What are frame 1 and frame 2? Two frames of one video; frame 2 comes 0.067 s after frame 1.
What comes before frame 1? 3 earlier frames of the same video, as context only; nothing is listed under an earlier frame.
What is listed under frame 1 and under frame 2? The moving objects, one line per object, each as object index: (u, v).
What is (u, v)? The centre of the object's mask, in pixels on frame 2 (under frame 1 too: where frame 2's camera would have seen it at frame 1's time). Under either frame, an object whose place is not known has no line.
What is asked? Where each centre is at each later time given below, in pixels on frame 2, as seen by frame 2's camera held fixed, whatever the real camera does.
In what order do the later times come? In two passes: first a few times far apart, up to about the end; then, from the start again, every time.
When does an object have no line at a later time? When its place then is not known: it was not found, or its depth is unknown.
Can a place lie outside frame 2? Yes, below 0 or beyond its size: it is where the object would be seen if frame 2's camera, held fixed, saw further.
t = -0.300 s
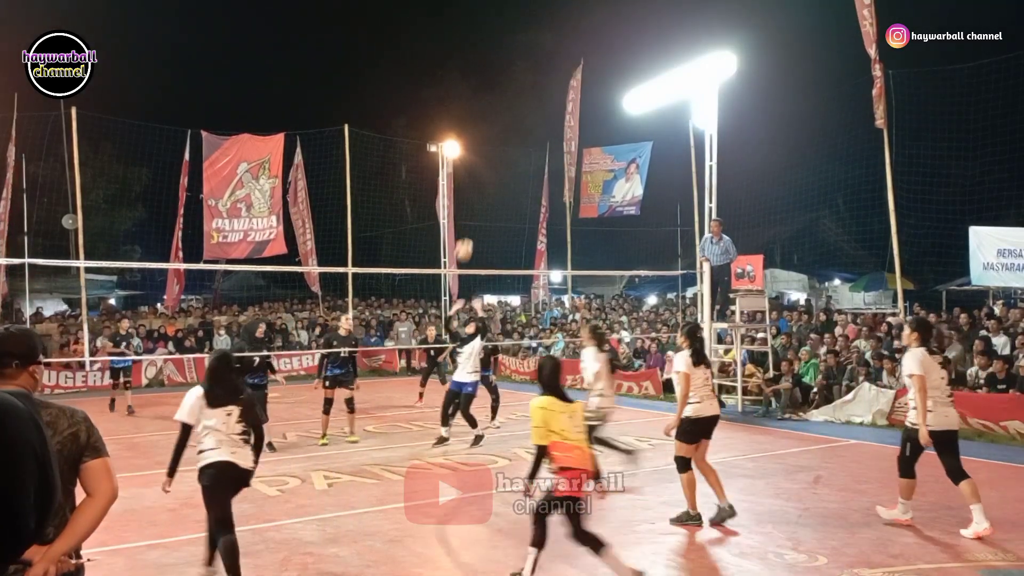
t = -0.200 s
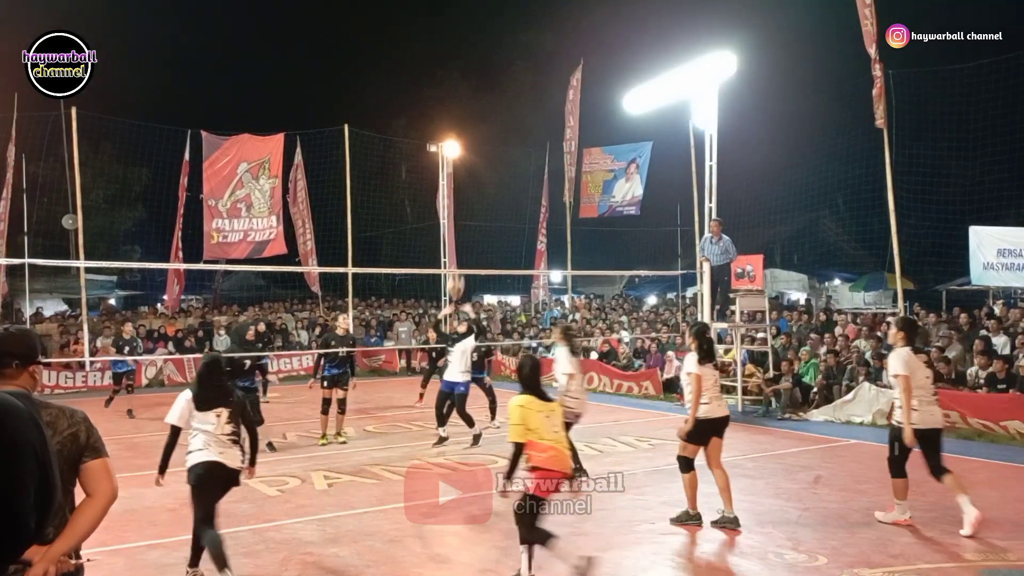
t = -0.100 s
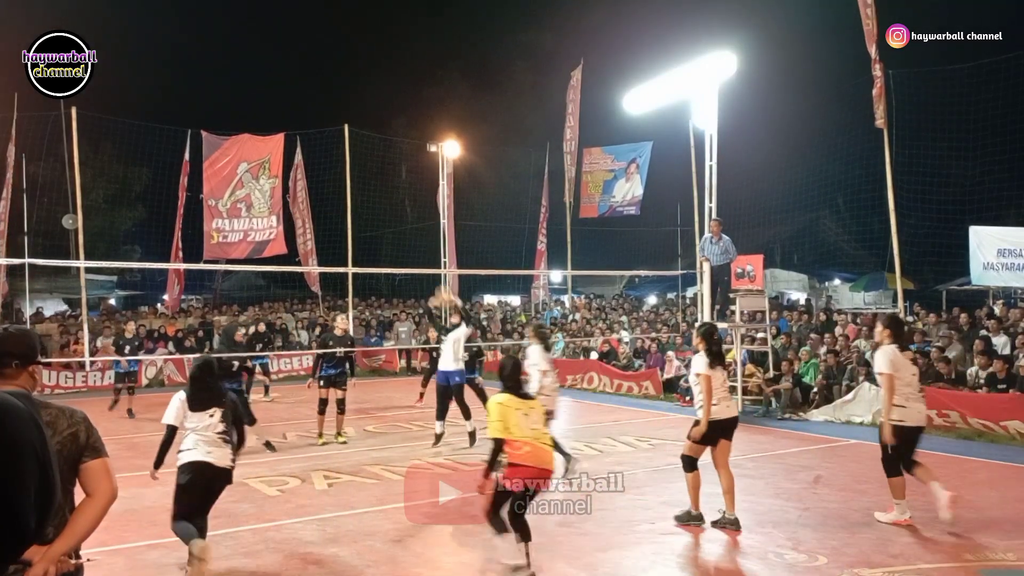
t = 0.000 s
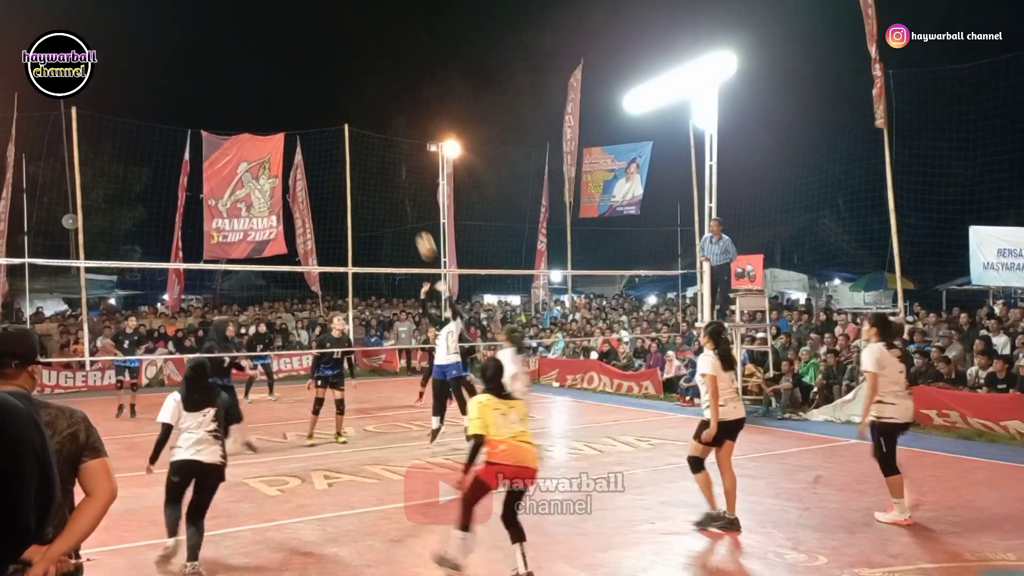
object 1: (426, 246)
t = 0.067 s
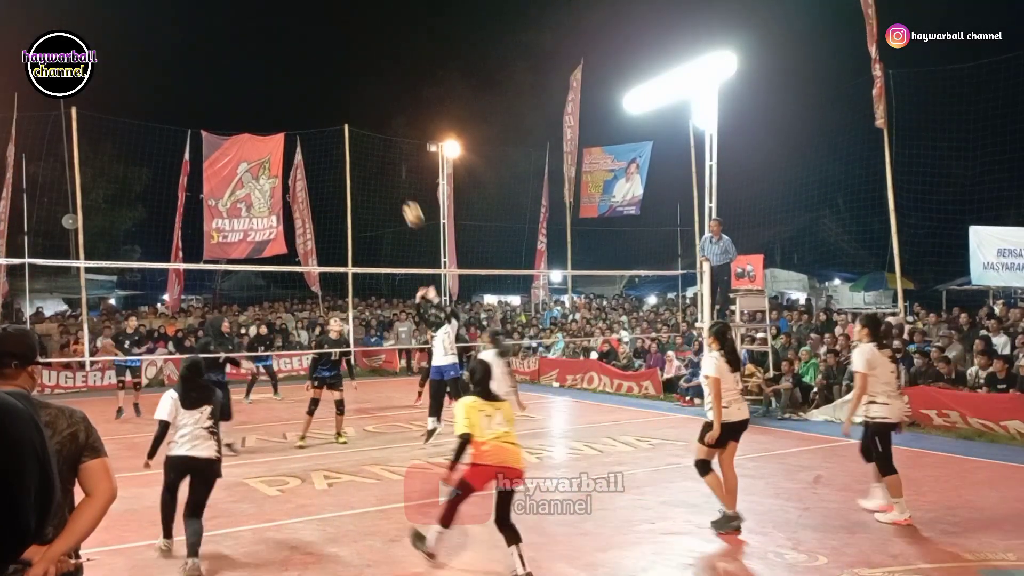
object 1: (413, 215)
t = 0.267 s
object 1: (371, 137)
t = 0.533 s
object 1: (315, 80)
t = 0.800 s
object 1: (253, 82)
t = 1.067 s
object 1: (189, 149)
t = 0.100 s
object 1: (406, 200)
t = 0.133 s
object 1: (399, 186)
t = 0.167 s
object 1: (392, 172)
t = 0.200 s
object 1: (385, 160)
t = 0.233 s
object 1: (379, 148)
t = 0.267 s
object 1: (371, 137)
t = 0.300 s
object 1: (364, 127)
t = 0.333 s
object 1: (357, 118)
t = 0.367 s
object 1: (350, 109)
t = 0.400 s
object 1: (343, 102)
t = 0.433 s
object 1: (336, 95)
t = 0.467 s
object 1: (329, 89)
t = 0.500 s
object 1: (322, 84)
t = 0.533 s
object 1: (315, 80)
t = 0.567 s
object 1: (307, 77)
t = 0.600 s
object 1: (300, 75)
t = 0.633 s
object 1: (292, 73)
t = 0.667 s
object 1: (285, 73)
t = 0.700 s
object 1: (277, 74)
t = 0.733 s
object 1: (269, 76)
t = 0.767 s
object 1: (261, 78)
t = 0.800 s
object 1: (253, 82)
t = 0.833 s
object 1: (245, 87)
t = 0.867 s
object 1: (237, 93)
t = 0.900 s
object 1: (229, 100)
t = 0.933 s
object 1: (221, 108)
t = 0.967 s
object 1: (213, 117)
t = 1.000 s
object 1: (205, 126)
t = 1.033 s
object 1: (196, 138)
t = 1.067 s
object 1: (189, 149)
